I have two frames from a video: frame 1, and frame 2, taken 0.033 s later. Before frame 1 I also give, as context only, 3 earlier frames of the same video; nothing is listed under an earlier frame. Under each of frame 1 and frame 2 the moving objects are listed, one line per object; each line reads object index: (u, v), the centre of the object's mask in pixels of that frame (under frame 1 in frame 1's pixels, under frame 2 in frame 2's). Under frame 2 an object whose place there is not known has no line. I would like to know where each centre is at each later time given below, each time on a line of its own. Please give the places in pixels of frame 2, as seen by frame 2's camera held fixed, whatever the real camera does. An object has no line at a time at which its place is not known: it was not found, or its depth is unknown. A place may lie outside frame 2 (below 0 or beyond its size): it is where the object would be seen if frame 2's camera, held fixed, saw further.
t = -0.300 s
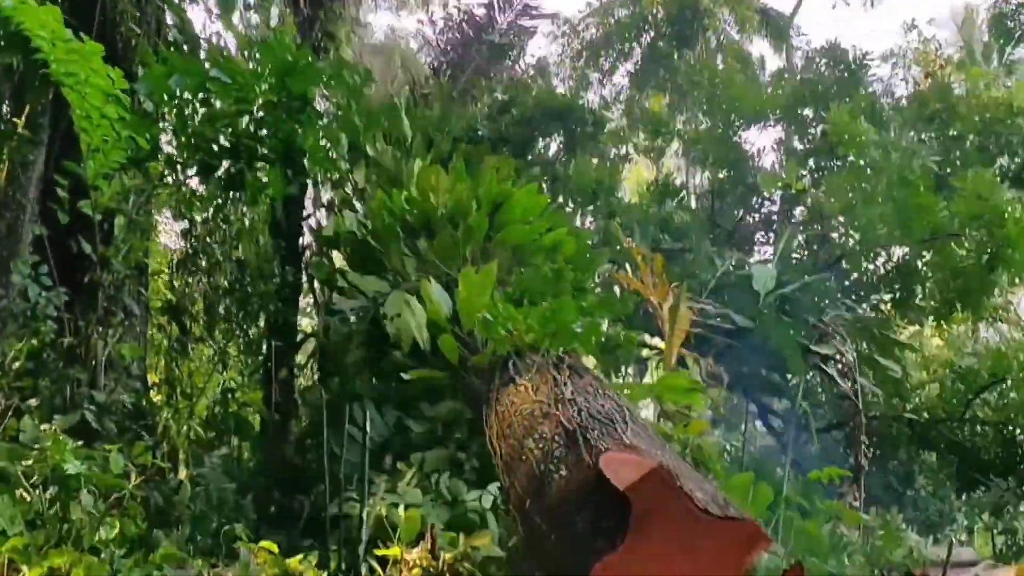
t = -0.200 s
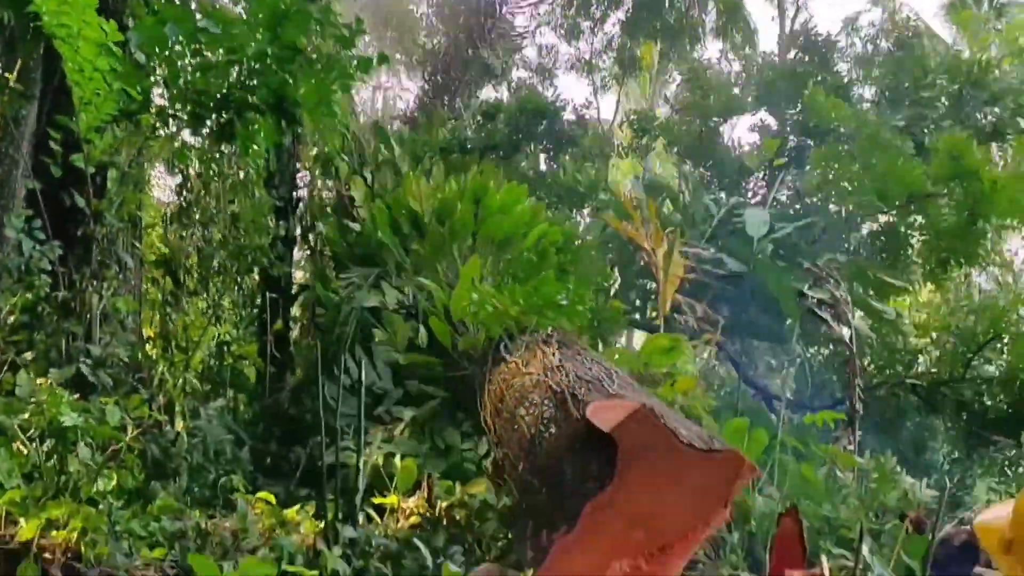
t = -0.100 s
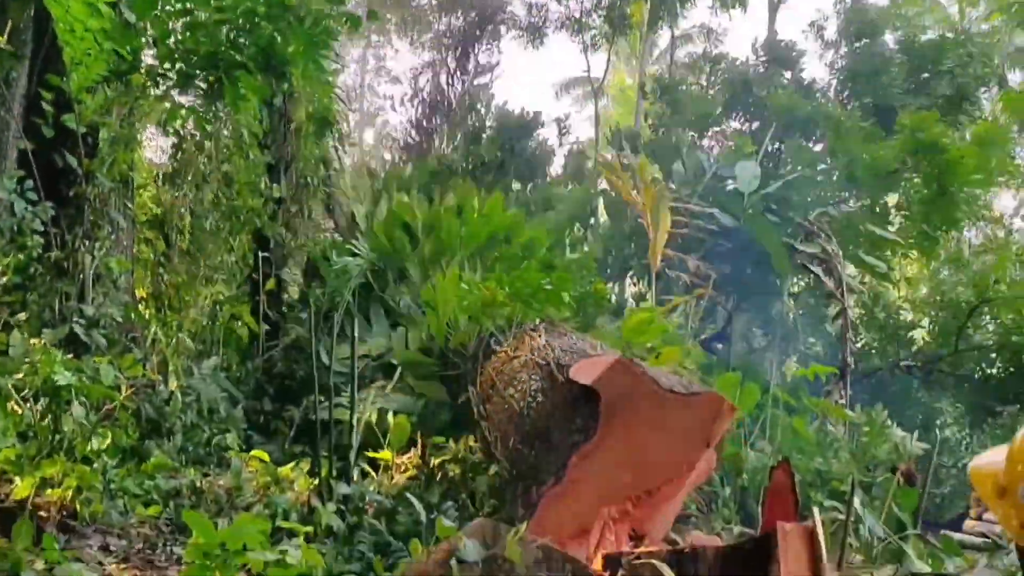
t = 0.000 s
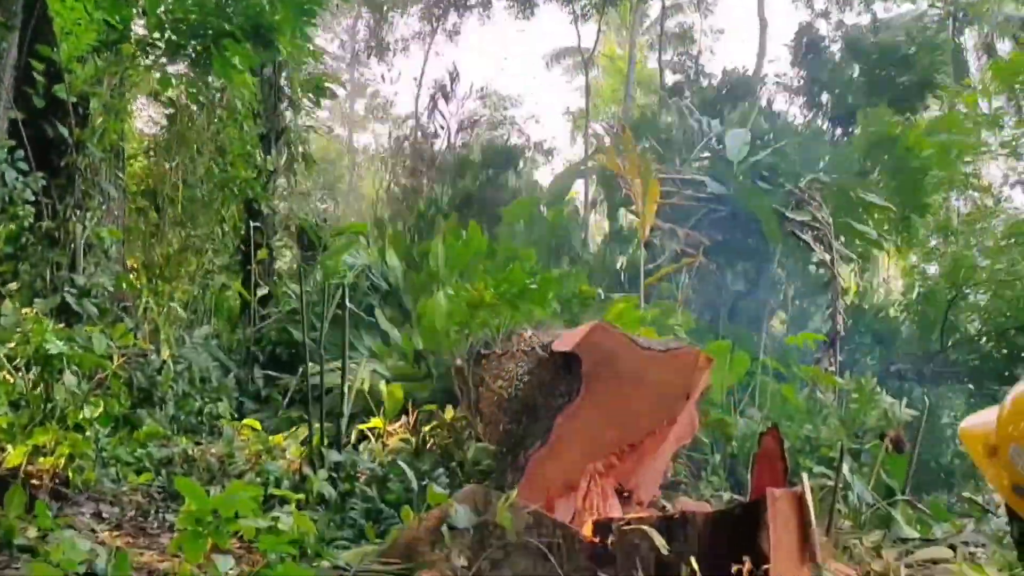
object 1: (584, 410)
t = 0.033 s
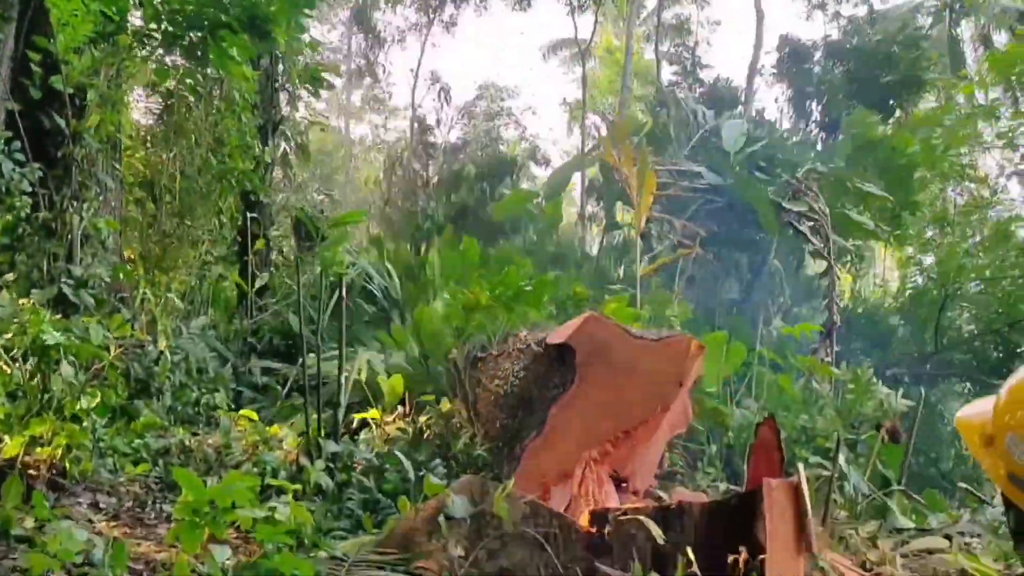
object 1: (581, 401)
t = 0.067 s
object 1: (581, 403)
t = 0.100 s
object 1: (587, 390)
